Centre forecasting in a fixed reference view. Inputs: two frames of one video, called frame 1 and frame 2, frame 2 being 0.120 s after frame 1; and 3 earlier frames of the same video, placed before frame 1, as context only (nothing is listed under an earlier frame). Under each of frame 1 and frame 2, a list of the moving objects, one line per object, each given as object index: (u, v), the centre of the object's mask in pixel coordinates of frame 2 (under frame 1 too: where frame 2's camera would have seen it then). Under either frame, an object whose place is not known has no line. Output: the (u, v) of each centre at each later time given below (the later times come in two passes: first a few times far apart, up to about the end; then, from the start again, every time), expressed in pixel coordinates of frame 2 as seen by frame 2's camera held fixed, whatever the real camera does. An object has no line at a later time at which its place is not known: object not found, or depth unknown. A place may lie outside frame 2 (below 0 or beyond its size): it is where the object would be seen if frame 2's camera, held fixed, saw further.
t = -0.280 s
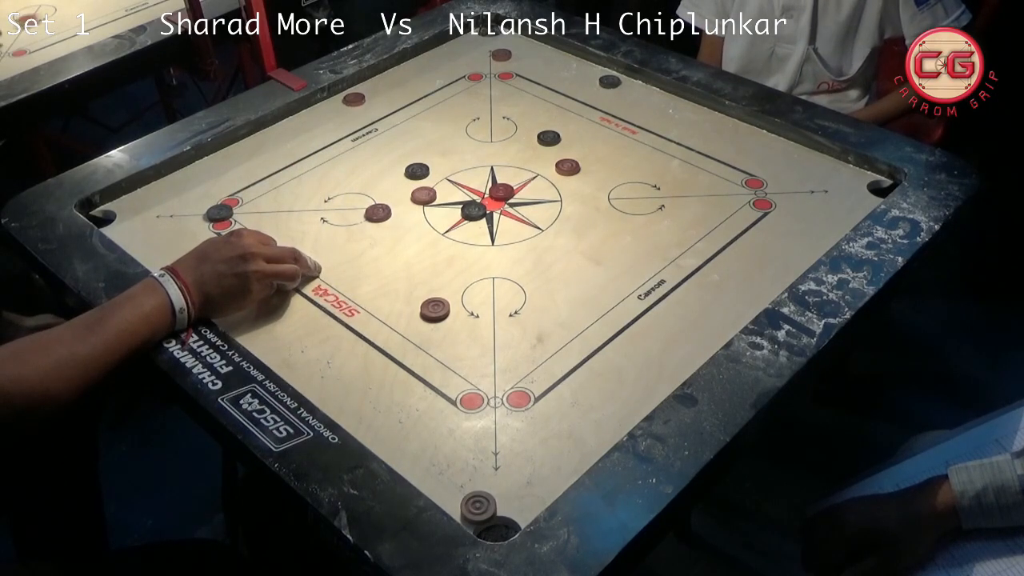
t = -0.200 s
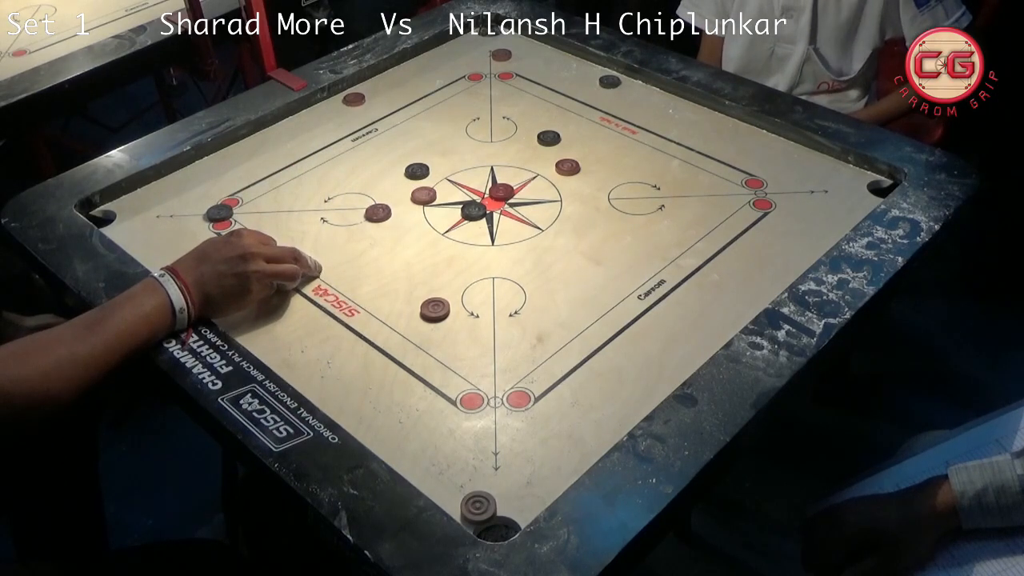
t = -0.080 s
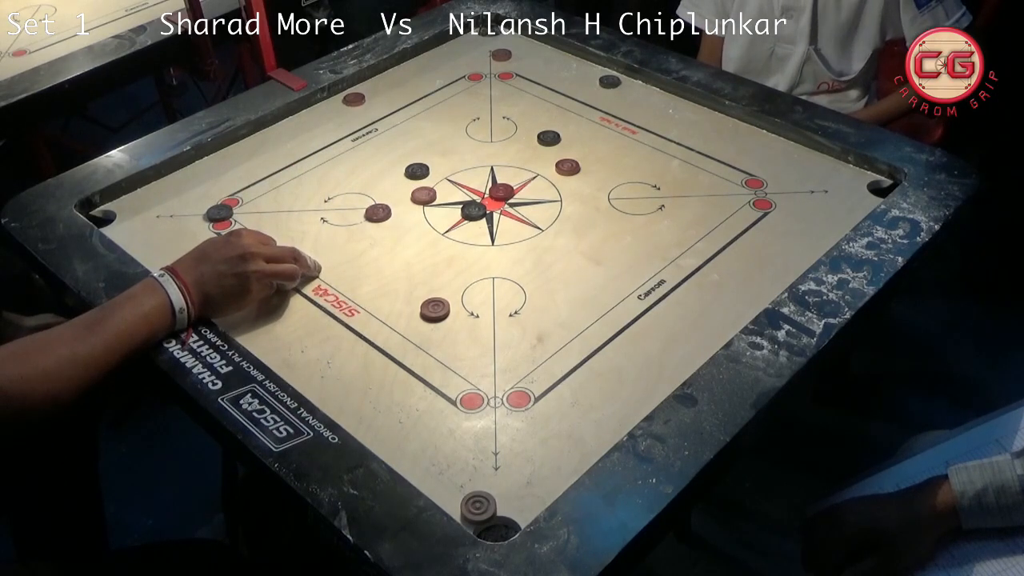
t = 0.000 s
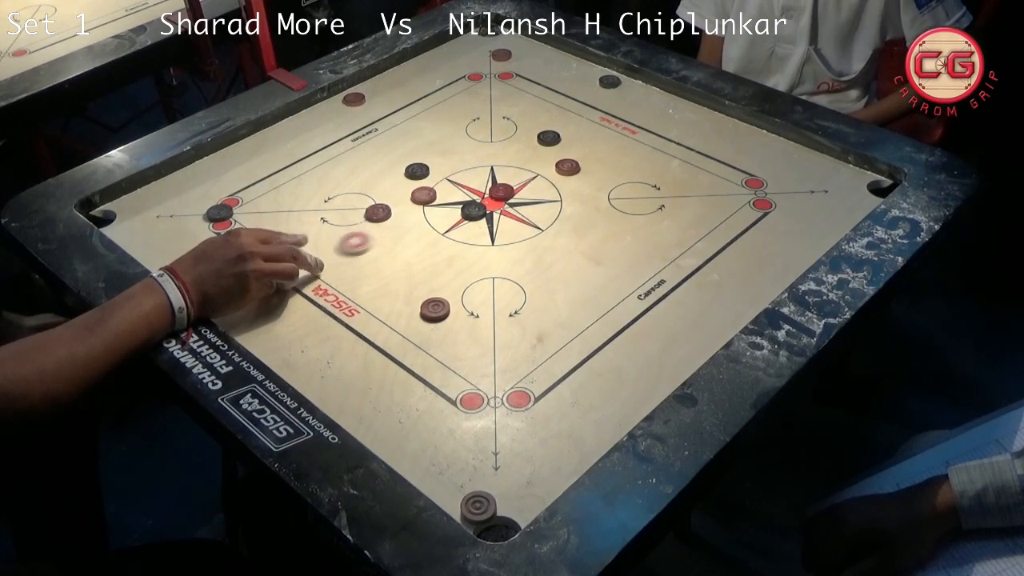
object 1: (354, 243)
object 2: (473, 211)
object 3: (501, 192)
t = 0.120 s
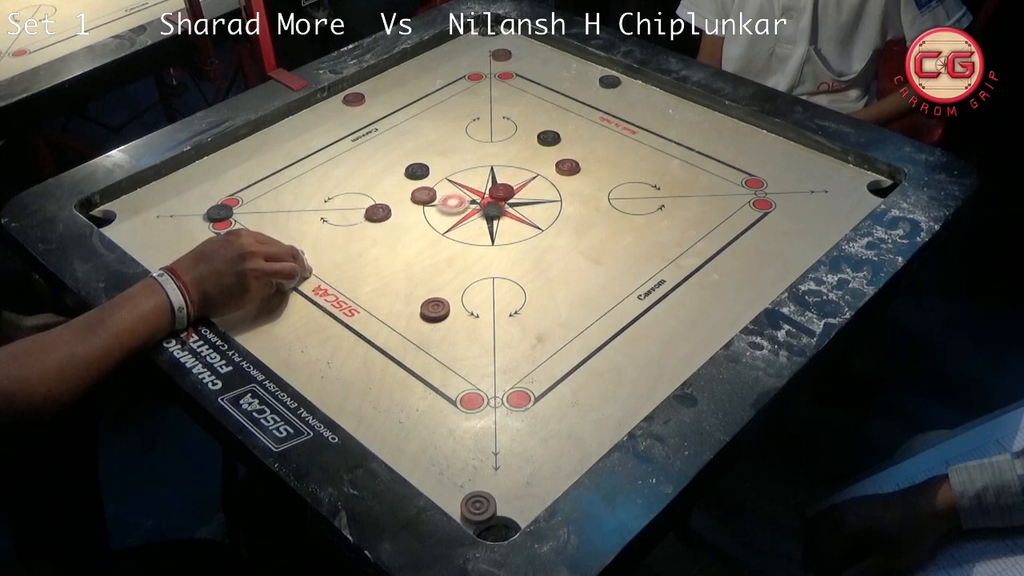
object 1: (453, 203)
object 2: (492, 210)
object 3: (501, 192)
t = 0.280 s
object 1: (494, 165)
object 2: (632, 206)
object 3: (544, 190)
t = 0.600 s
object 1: (527, 125)
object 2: (823, 196)
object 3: (579, 187)
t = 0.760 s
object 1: (529, 120)
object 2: (872, 191)
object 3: (579, 187)
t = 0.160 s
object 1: (469, 191)
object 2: (530, 210)
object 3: (501, 192)
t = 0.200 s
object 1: (479, 181)
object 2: (566, 208)
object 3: (515, 191)
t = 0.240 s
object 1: (487, 173)
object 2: (599, 207)
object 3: (531, 191)
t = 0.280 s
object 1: (494, 165)
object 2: (632, 206)
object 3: (544, 190)
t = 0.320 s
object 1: (501, 158)
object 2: (662, 204)
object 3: (555, 189)
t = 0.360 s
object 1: (507, 151)
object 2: (691, 203)
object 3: (564, 189)
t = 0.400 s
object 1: (512, 146)
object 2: (717, 202)
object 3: (571, 188)
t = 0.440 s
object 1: (516, 141)
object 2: (742, 200)
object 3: (576, 188)
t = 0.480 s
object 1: (520, 136)
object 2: (766, 200)
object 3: (579, 187)
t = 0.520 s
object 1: (523, 131)
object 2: (787, 198)
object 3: (579, 187)
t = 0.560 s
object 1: (525, 127)
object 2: (806, 197)
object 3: (579, 187)
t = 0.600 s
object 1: (527, 125)
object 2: (823, 196)
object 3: (579, 187)
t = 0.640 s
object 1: (527, 123)
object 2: (839, 195)
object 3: (579, 187)
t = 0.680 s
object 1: (528, 122)
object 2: (852, 194)
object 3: (579, 187)
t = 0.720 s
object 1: (529, 121)
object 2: (863, 193)
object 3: (579, 187)
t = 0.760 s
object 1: (529, 120)
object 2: (872, 191)
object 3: (579, 187)
